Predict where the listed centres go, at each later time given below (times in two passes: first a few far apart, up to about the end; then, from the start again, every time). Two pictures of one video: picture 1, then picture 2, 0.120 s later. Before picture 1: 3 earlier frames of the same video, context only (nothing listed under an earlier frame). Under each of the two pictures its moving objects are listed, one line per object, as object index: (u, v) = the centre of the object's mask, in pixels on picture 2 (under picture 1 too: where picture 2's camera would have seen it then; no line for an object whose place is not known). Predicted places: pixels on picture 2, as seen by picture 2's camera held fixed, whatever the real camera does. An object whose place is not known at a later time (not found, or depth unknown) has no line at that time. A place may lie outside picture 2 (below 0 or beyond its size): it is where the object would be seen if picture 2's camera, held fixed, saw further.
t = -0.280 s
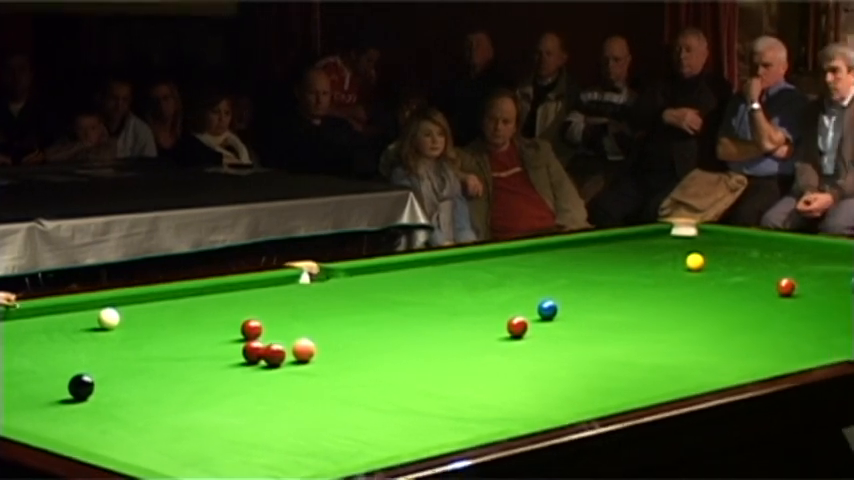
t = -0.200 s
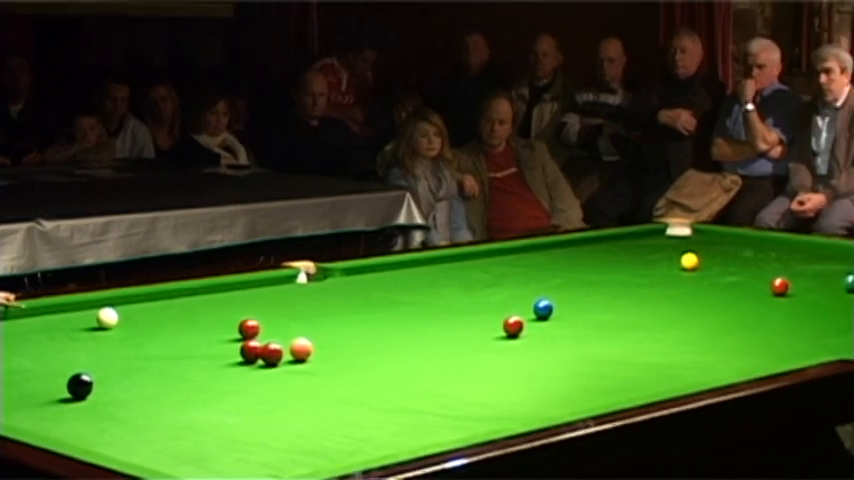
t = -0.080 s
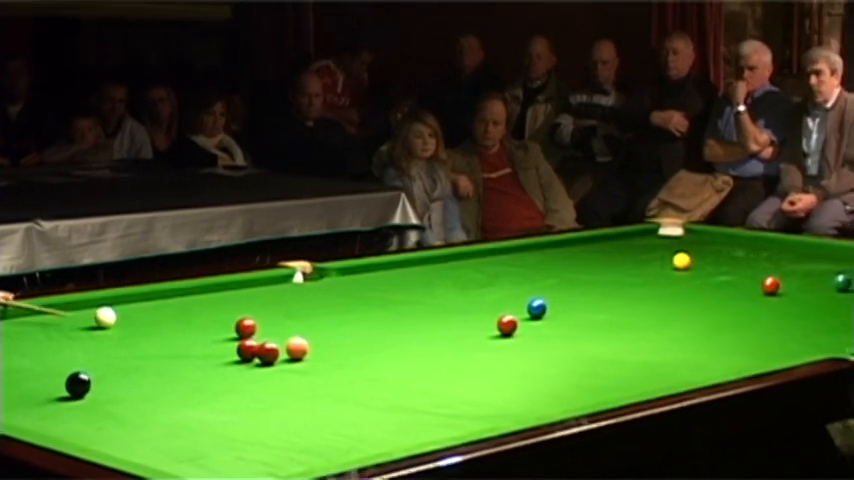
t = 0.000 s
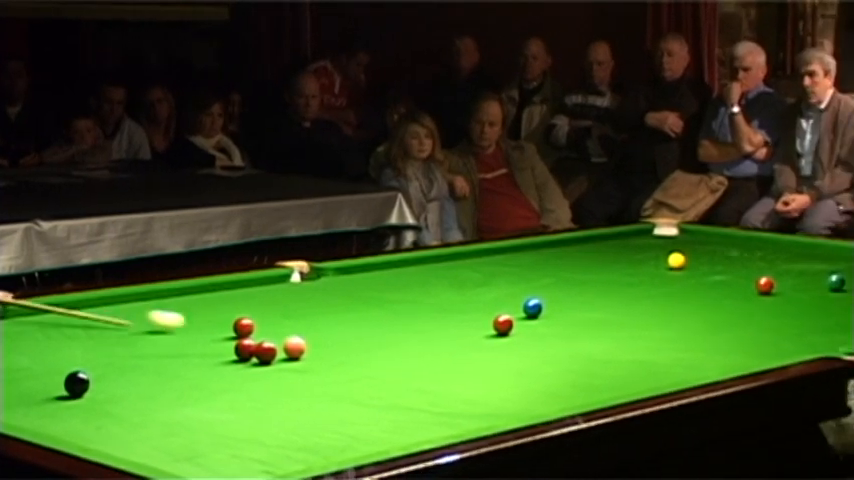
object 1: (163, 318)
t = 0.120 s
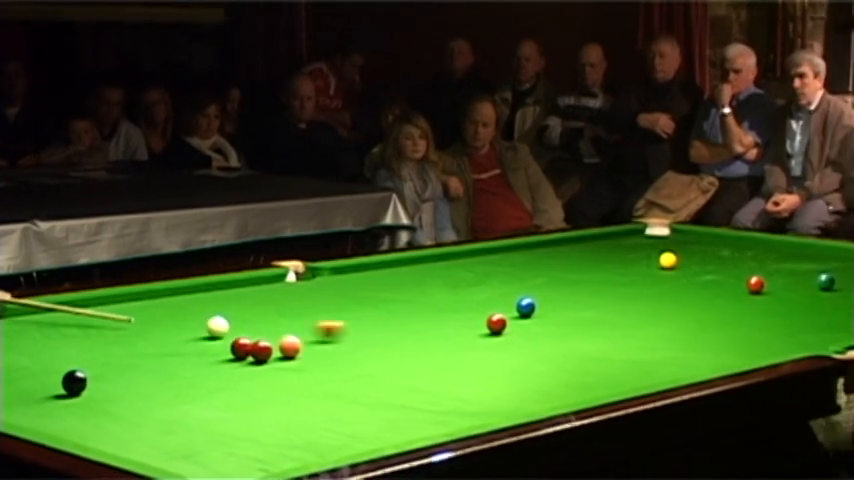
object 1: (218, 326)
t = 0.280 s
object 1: (205, 329)
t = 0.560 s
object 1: (185, 333)
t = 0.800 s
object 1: (168, 337)
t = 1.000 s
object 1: (154, 341)
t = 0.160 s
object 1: (215, 327)
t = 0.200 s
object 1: (211, 327)
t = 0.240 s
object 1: (209, 328)
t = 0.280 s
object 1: (205, 329)
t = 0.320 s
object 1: (202, 330)
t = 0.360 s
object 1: (199, 330)
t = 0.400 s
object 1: (196, 331)
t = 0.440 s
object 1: (194, 332)
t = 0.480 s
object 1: (191, 332)
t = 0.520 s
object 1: (188, 333)
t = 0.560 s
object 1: (185, 333)
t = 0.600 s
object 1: (182, 334)
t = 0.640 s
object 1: (179, 335)
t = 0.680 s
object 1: (176, 336)
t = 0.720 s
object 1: (174, 336)
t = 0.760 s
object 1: (170, 337)
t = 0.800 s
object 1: (168, 337)
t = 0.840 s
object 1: (165, 338)
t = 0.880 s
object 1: (162, 339)
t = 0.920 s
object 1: (159, 339)
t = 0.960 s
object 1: (157, 340)
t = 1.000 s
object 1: (154, 341)
